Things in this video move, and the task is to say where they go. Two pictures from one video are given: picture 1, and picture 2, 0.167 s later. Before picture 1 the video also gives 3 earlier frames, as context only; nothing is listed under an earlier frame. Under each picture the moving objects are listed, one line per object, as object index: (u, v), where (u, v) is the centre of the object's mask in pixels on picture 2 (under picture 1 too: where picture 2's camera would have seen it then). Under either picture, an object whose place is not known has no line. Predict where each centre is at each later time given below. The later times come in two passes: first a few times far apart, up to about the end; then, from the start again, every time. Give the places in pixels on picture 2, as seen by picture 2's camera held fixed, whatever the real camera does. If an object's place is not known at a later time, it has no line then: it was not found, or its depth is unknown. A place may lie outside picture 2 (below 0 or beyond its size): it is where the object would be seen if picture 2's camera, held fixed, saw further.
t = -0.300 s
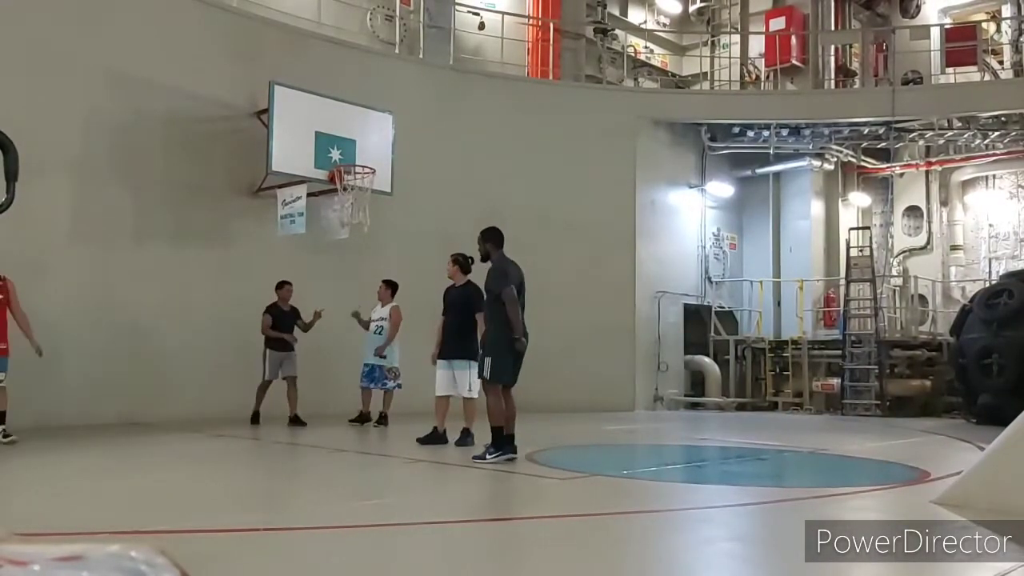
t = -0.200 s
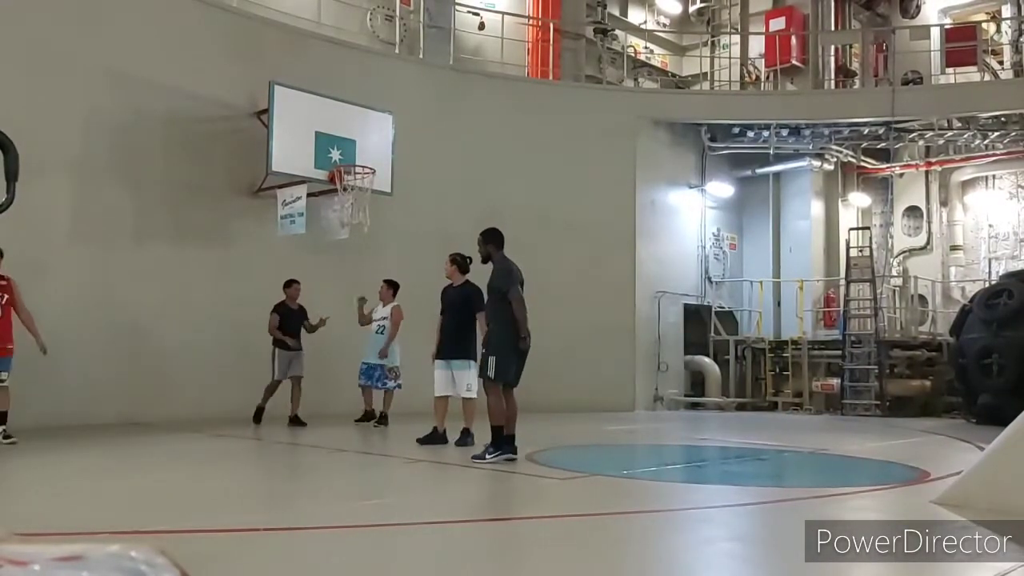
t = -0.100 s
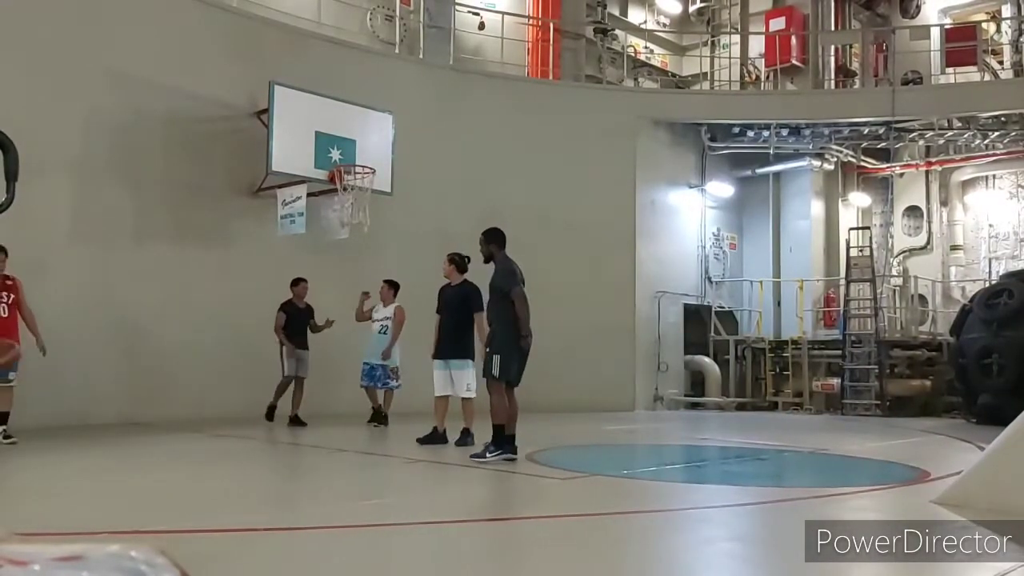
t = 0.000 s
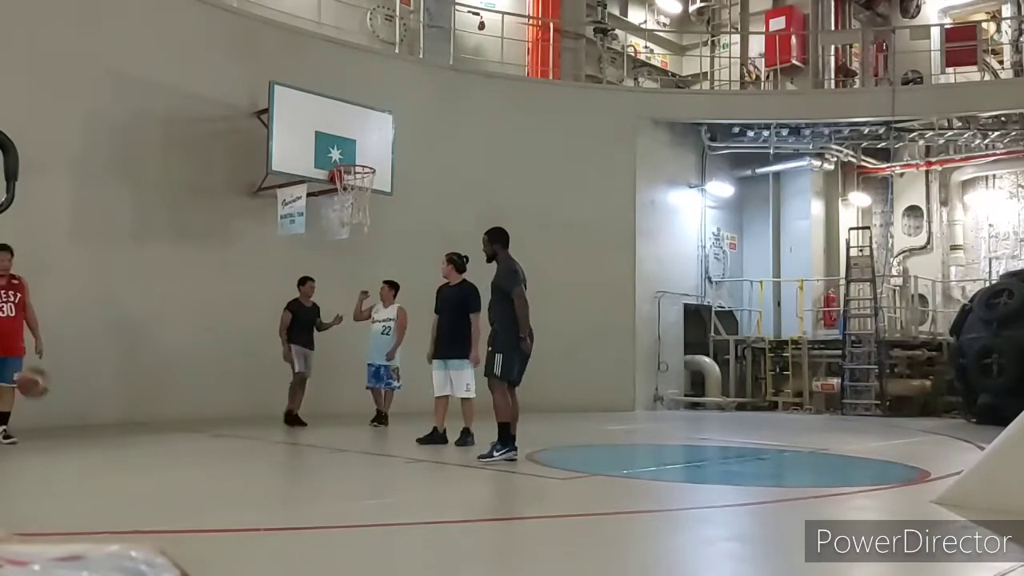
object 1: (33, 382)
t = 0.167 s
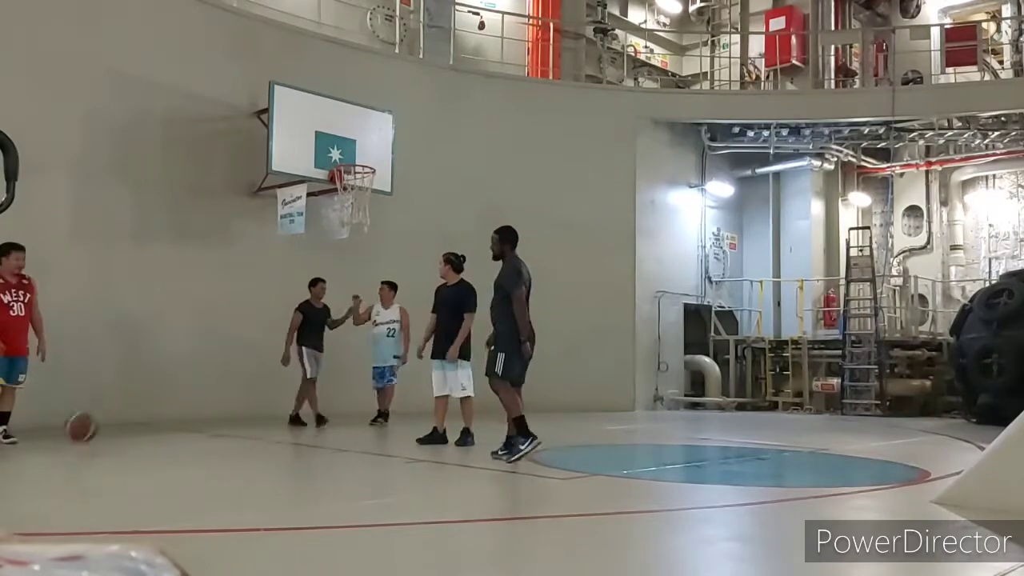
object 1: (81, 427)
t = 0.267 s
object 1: (102, 395)
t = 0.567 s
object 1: (168, 366)
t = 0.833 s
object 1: (228, 449)
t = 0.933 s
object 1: (252, 418)
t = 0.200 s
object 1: (87, 415)
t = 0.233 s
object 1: (95, 403)
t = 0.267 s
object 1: (102, 395)
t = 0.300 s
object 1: (110, 385)
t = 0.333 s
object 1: (117, 377)
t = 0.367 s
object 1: (125, 371)
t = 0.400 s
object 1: (132, 367)
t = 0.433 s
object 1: (139, 364)
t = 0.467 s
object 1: (147, 362)
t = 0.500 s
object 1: (154, 362)
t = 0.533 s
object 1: (161, 363)
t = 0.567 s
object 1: (168, 366)
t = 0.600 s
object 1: (176, 371)
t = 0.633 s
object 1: (184, 376)
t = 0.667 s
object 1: (191, 384)
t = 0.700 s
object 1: (198, 394)
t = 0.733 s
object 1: (205, 404)
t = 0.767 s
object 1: (212, 416)
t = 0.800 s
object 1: (221, 431)
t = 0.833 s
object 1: (228, 449)
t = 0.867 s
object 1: (236, 441)
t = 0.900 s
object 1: (244, 428)
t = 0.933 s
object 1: (252, 418)
